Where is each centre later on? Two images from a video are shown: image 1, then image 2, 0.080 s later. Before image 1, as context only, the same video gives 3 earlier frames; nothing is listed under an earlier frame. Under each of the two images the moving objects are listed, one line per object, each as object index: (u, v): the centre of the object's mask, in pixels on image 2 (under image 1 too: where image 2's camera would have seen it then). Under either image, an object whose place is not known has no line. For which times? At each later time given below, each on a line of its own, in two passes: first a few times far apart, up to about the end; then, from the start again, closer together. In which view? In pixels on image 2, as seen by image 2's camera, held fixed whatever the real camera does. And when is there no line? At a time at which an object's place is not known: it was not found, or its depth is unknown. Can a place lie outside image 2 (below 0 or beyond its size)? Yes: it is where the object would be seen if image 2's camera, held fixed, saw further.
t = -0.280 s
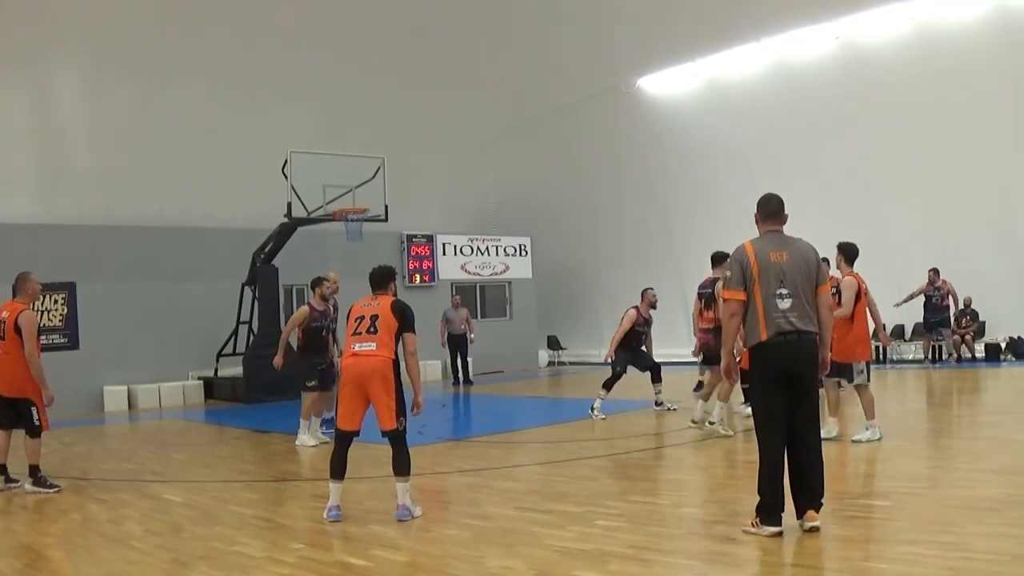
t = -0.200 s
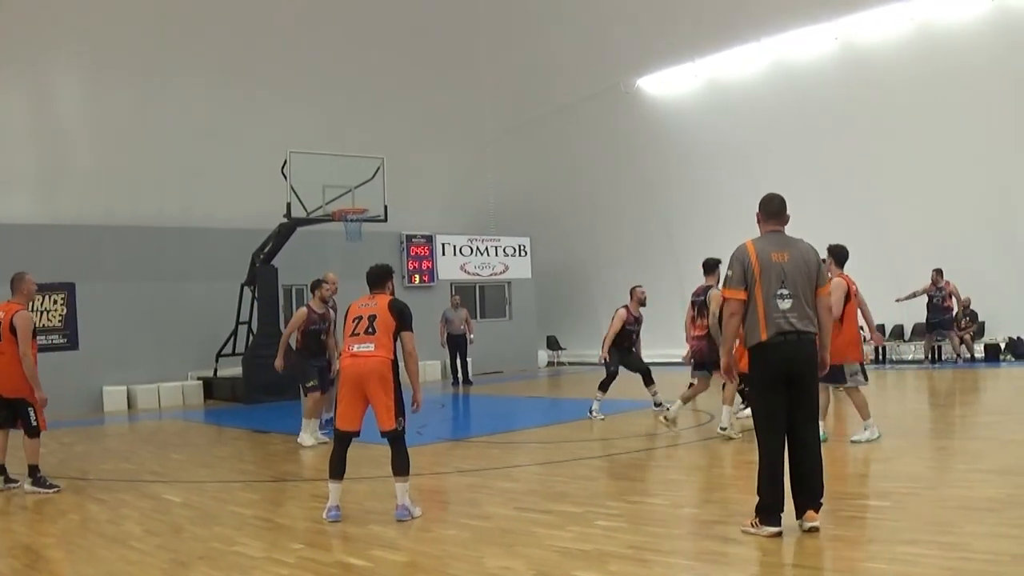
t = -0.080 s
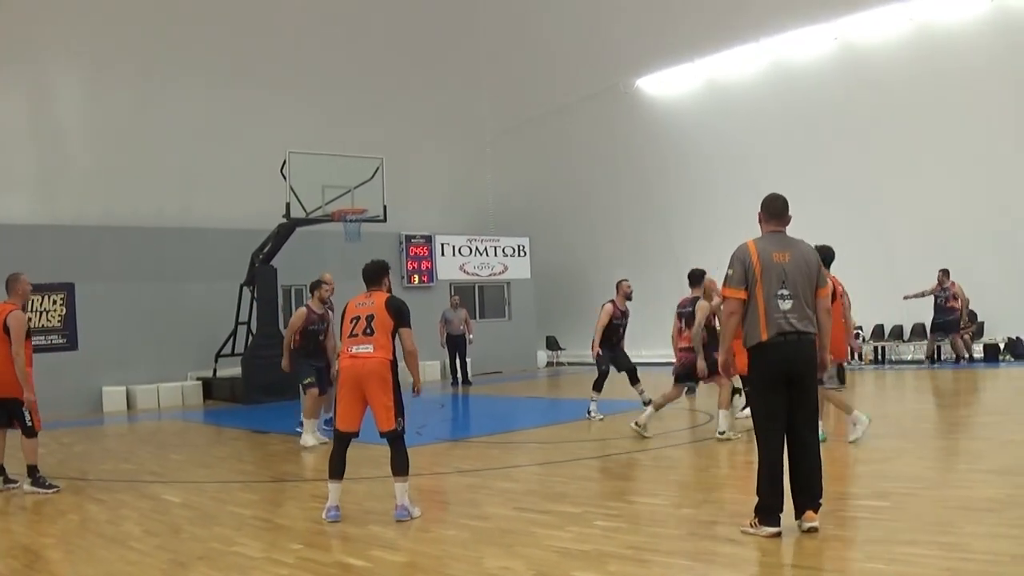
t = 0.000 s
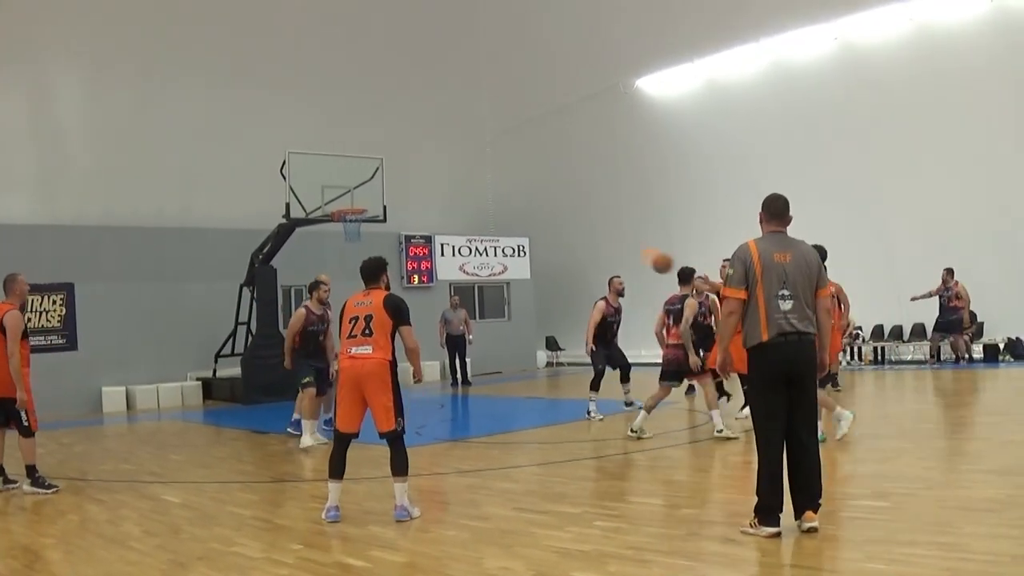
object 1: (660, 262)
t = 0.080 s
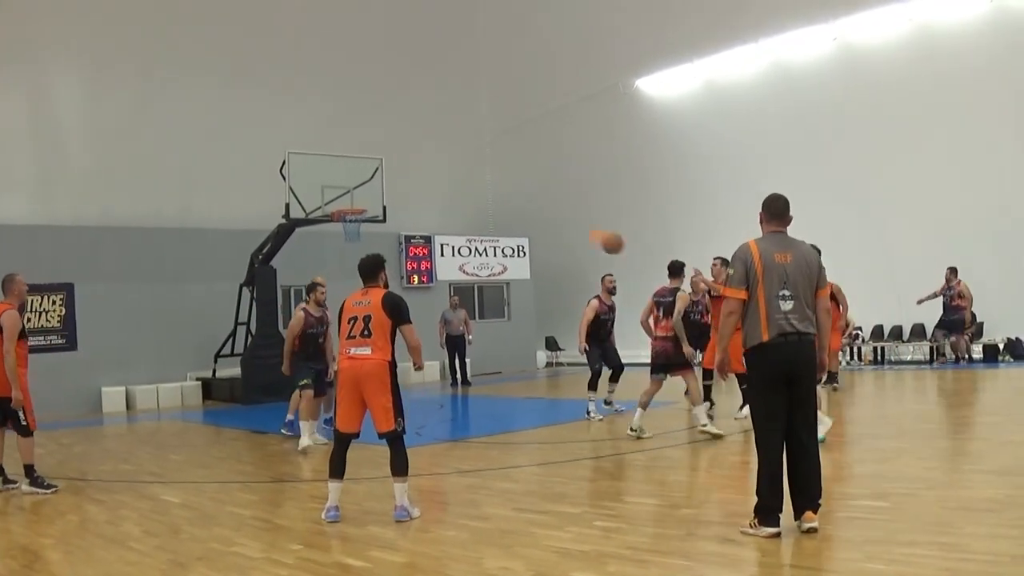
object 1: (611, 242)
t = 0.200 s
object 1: (529, 220)
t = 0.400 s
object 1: (370, 207)
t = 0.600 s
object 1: (178, 238)
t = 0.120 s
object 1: (584, 233)
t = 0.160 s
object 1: (556, 226)
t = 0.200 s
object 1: (529, 220)
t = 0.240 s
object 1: (498, 215)
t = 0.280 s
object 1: (469, 211)
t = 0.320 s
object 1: (437, 209)
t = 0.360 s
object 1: (403, 206)
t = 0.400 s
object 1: (370, 207)
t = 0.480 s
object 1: (296, 214)
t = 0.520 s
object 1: (257, 219)
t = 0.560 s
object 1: (215, 227)
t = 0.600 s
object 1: (178, 238)
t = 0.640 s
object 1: (136, 250)
